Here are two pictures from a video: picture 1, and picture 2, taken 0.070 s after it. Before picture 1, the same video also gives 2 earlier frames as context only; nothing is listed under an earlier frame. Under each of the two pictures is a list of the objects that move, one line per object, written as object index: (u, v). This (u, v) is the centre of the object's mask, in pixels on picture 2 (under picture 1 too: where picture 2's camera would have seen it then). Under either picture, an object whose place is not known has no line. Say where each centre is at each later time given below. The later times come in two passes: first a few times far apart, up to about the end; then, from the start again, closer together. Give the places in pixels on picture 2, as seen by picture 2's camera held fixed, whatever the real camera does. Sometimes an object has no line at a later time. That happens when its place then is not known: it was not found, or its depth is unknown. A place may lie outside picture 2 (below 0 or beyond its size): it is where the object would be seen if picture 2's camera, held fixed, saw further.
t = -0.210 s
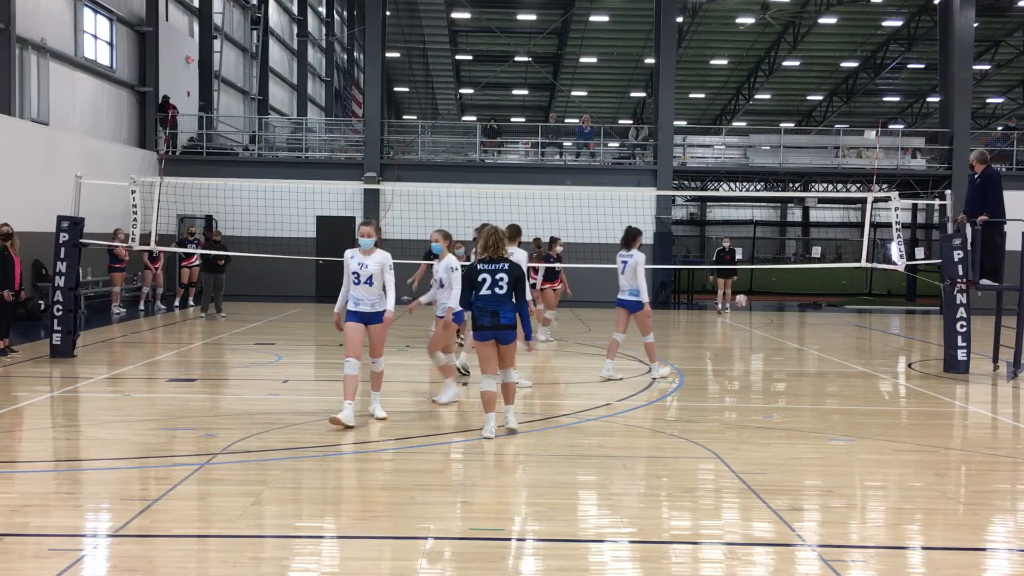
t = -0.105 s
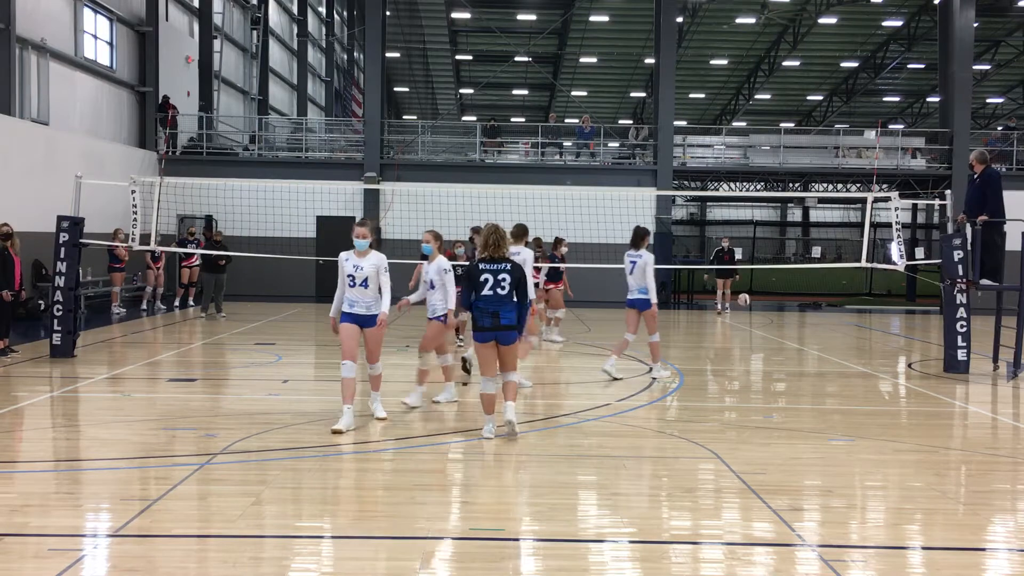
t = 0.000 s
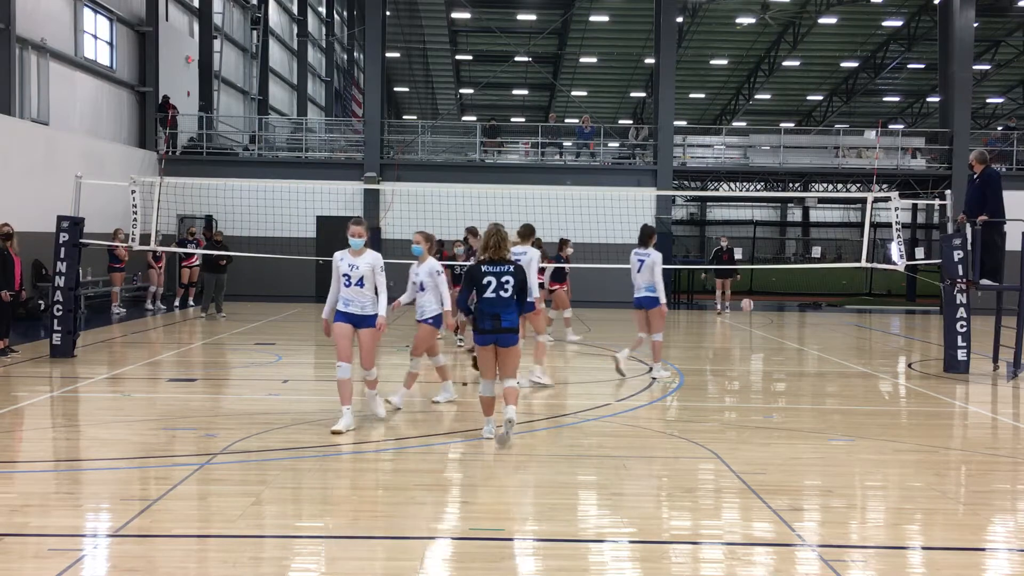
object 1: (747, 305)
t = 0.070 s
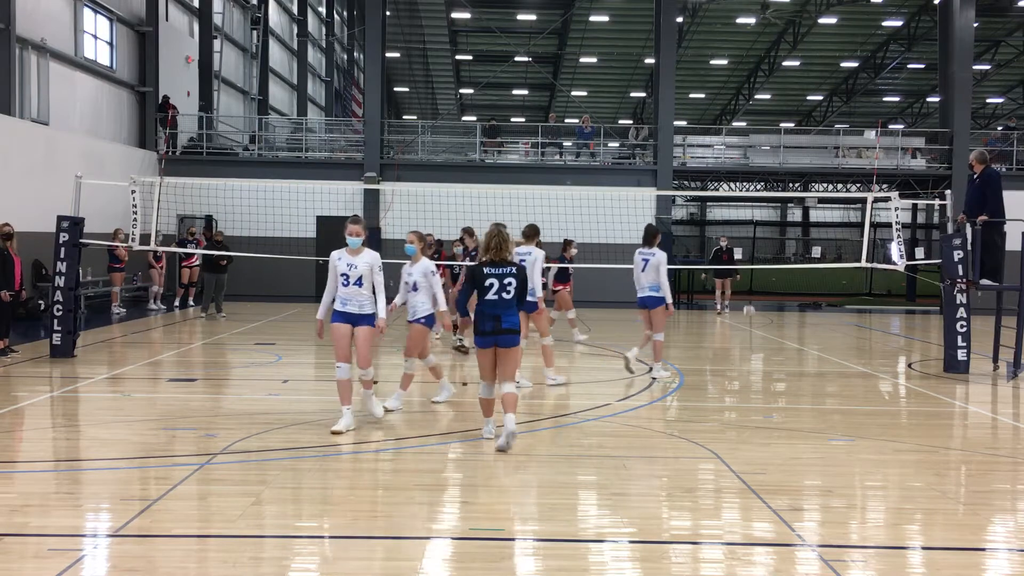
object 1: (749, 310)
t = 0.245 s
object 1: (754, 339)
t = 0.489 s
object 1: (766, 323)
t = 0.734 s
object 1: (777, 351)
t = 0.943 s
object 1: (787, 346)
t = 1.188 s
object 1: (803, 375)
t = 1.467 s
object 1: (823, 376)
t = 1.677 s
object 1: (839, 393)
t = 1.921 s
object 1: (862, 417)
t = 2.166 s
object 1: (890, 438)
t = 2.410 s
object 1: (929, 469)
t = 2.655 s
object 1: (972, 498)
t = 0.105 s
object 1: (752, 317)
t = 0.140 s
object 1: (752, 321)
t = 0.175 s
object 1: (752, 327)
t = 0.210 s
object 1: (753, 336)
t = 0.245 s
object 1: (754, 339)
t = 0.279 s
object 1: (755, 335)
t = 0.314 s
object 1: (757, 331)
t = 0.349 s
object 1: (758, 328)
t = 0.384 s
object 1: (762, 323)
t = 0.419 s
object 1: (764, 322)
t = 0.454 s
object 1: (765, 322)
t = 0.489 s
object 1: (766, 323)
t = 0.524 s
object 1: (767, 324)
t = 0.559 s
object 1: (769, 326)
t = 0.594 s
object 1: (771, 330)
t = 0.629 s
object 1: (773, 332)
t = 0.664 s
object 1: (774, 339)
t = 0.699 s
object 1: (775, 343)
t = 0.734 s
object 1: (777, 351)
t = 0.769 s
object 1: (779, 358)
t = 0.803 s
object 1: (780, 355)
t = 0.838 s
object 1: (782, 351)
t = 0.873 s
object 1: (784, 349)
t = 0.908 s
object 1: (786, 347)
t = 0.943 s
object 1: (787, 346)
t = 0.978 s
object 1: (789, 347)
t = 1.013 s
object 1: (794, 350)
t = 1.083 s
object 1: (798, 356)
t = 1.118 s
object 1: (800, 360)
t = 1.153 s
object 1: (802, 366)
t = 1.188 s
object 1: (803, 375)
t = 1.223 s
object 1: (806, 376)
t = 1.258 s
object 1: (809, 374)
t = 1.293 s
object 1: (810, 371)
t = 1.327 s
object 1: (812, 370)
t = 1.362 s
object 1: (814, 369)
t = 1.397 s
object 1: (817, 370)
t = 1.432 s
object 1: (819, 372)
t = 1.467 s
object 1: (823, 376)
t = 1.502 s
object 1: (824, 379)
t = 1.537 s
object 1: (826, 385)
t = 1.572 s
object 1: (829, 392)
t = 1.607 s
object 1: (834, 395)
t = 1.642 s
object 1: (836, 394)
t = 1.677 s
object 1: (839, 393)
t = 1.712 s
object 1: (843, 394)
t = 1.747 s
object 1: (846, 396)
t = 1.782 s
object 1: (849, 400)
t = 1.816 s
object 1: (852, 404)
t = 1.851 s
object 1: (855, 411)
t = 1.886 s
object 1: (858, 419)
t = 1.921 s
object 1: (862, 417)
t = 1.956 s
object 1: (866, 416)
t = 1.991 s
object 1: (870, 416)
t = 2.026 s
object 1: (873, 416)
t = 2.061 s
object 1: (877, 420)
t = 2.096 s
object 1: (881, 423)
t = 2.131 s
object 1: (885, 428)
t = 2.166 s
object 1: (890, 438)
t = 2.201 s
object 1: (894, 444)
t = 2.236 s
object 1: (904, 443)
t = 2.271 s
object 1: (908, 444)
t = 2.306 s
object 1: (913, 447)
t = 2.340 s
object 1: (919, 453)
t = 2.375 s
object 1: (923, 458)
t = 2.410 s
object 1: (929, 469)
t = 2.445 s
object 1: (935, 468)
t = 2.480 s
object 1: (940, 469)
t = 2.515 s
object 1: (946, 471)
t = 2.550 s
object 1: (953, 474)
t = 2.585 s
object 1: (958, 479)
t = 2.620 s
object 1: (966, 488)
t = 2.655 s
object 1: (972, 498)
